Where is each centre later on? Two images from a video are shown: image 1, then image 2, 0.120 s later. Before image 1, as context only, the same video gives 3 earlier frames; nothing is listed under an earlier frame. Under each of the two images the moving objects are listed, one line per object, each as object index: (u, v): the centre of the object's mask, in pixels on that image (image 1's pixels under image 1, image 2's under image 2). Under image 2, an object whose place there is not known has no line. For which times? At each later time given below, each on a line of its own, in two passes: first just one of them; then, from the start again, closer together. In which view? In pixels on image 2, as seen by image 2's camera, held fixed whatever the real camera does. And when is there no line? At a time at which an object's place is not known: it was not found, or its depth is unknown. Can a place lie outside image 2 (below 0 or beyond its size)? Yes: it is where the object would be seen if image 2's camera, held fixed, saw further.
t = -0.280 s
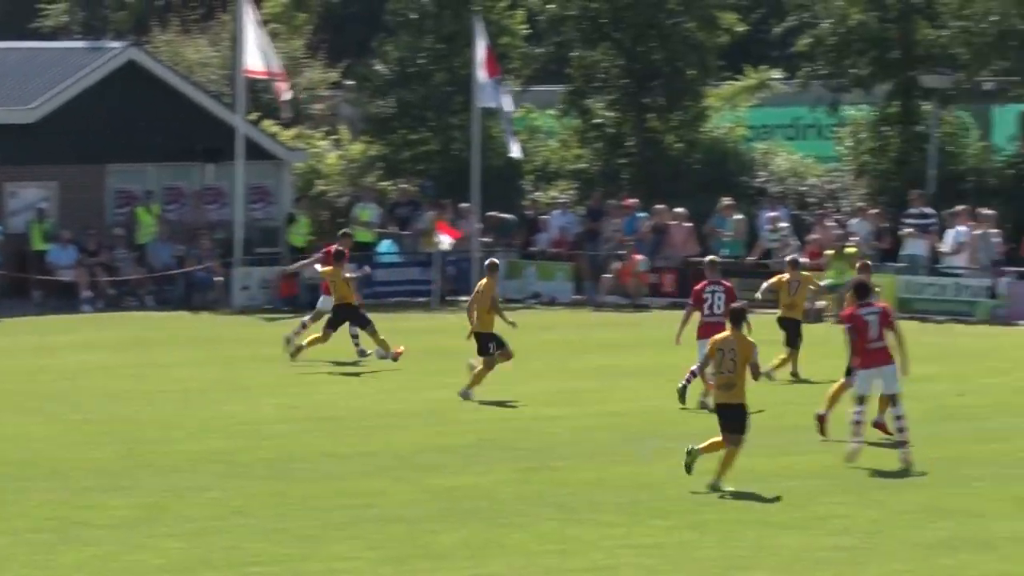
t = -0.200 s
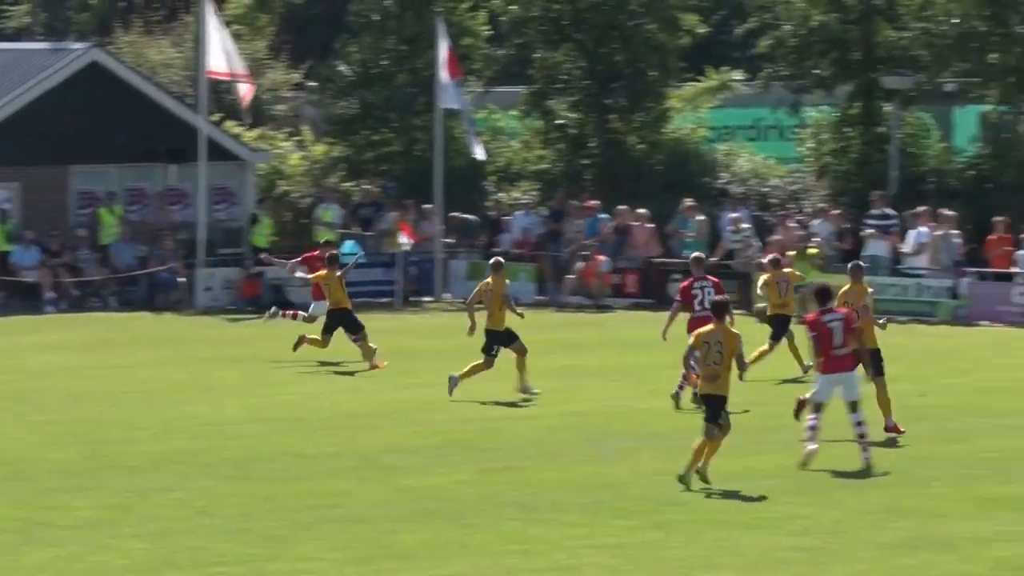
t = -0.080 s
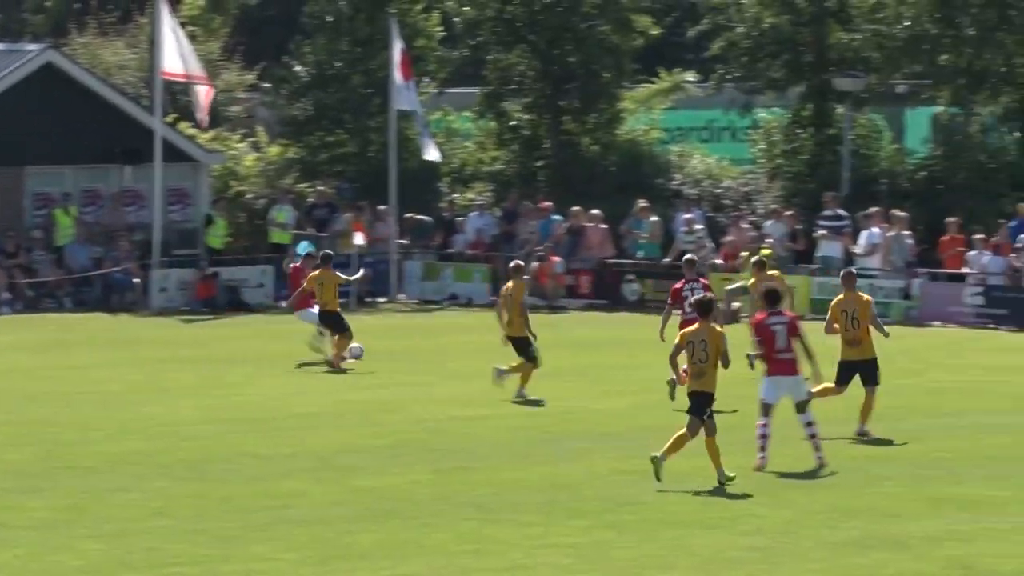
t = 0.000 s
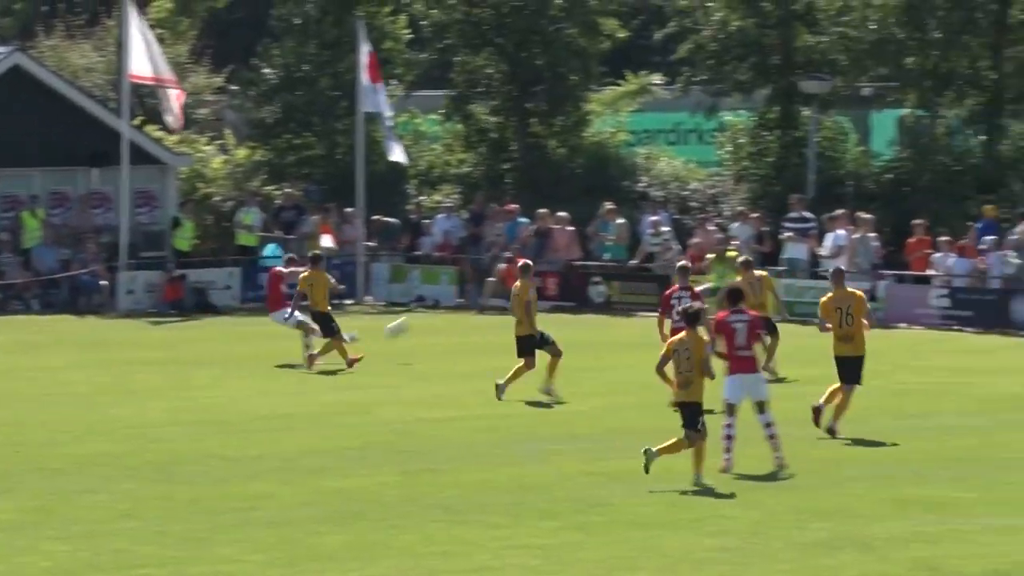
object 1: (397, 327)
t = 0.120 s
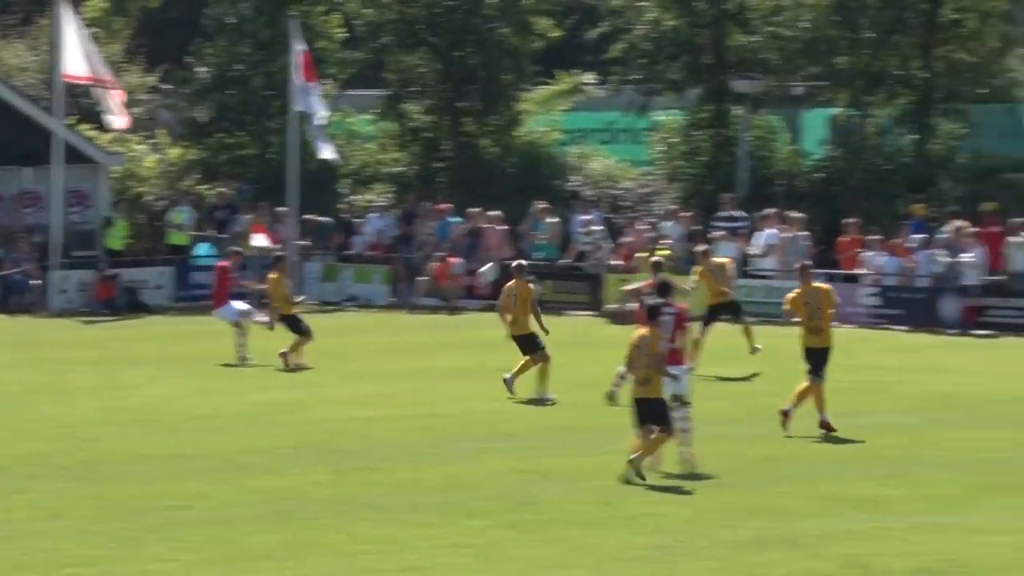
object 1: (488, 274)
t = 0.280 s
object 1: (695, 212)
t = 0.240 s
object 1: (643, 225)
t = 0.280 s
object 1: (695, 212)
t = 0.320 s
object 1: (745, 198)
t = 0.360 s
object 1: (796, 186)
